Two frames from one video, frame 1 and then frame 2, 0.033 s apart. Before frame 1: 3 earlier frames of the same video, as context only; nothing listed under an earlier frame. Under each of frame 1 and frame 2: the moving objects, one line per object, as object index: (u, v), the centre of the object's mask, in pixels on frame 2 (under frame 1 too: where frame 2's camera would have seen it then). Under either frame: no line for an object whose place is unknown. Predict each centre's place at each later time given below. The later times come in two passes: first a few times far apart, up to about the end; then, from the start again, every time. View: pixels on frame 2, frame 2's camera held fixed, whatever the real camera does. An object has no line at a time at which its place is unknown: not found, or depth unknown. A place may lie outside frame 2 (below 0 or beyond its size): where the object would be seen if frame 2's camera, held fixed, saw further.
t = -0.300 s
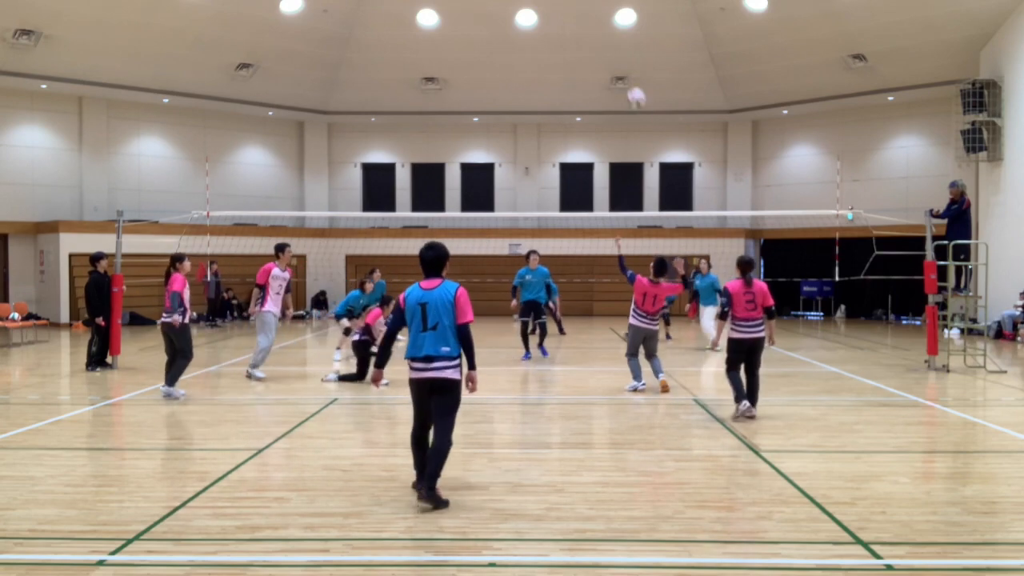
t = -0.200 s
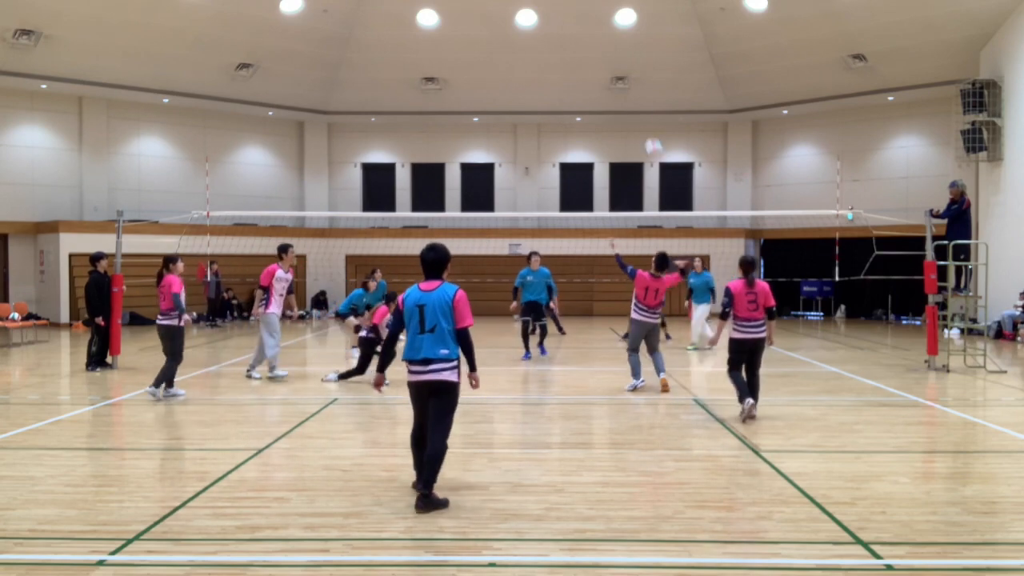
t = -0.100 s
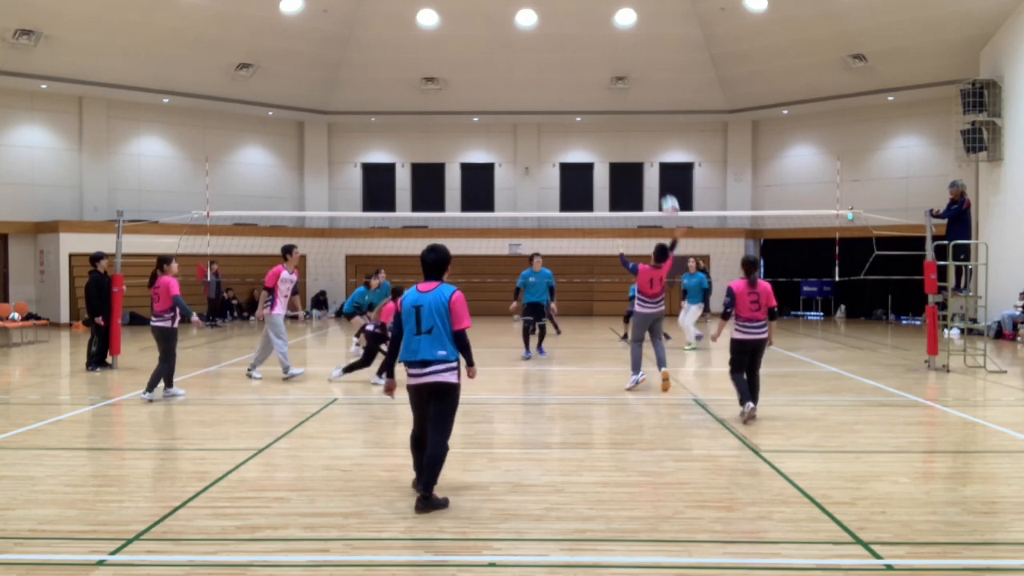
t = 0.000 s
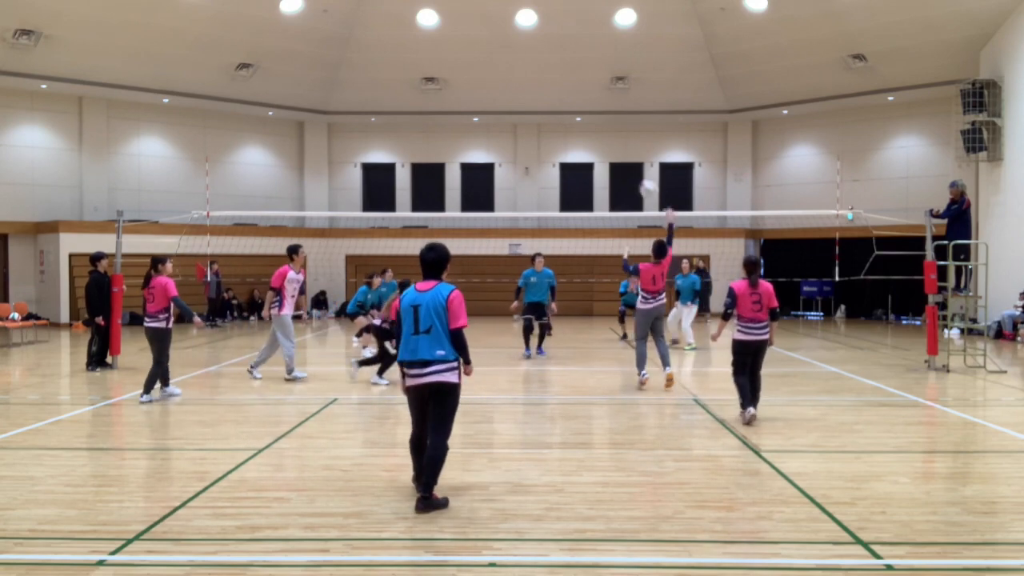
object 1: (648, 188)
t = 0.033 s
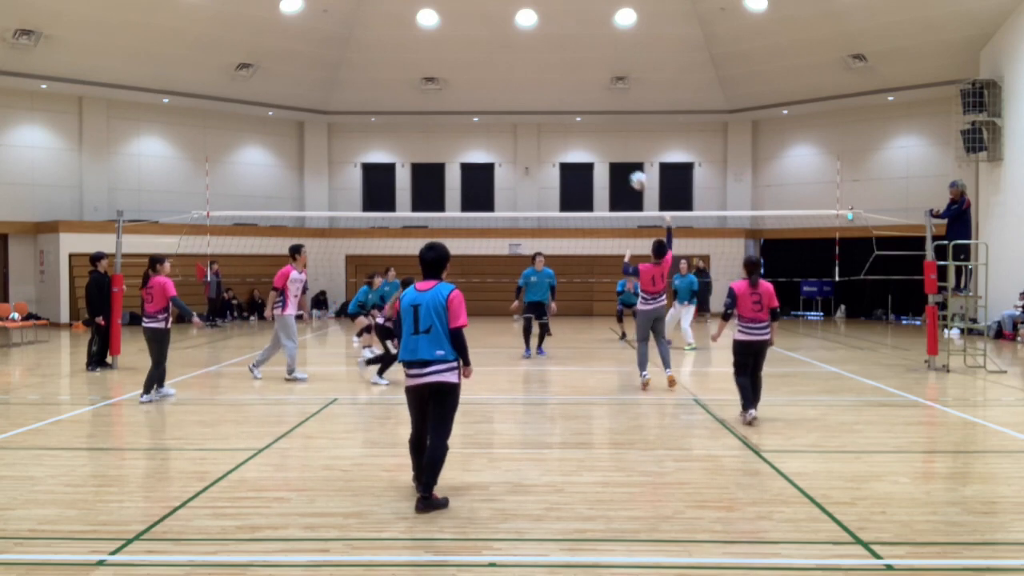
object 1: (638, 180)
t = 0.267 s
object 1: (582, 148)
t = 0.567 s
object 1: (526, 169)
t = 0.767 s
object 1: (497, 208)
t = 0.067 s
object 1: (630, 173)
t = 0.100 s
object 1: (621, 166)
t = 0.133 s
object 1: (613, 160)
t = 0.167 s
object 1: (605, 154)
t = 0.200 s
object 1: (596, 152)
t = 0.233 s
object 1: (589, 150)
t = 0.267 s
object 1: (582, 148)
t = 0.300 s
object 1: (574, 148)
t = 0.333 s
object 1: (568, 147)
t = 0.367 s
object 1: (561, 149)
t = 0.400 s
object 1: (555, 151)
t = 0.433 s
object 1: (549, 152)
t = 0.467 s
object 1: (543, 155)
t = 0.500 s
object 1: (537, 160)
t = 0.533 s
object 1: (531, 164)
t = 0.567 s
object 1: (526, 169)
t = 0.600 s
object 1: (522, 173)
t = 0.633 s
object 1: (515, 180)
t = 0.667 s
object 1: (511, 187)
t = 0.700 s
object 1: (507, 194)
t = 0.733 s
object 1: (502, 201)
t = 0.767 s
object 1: (497, 208)
